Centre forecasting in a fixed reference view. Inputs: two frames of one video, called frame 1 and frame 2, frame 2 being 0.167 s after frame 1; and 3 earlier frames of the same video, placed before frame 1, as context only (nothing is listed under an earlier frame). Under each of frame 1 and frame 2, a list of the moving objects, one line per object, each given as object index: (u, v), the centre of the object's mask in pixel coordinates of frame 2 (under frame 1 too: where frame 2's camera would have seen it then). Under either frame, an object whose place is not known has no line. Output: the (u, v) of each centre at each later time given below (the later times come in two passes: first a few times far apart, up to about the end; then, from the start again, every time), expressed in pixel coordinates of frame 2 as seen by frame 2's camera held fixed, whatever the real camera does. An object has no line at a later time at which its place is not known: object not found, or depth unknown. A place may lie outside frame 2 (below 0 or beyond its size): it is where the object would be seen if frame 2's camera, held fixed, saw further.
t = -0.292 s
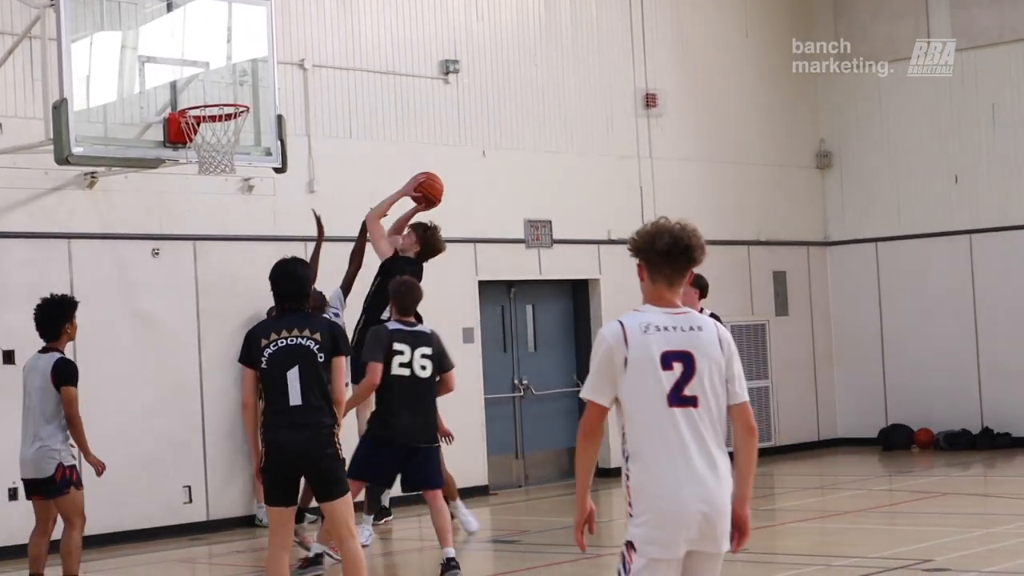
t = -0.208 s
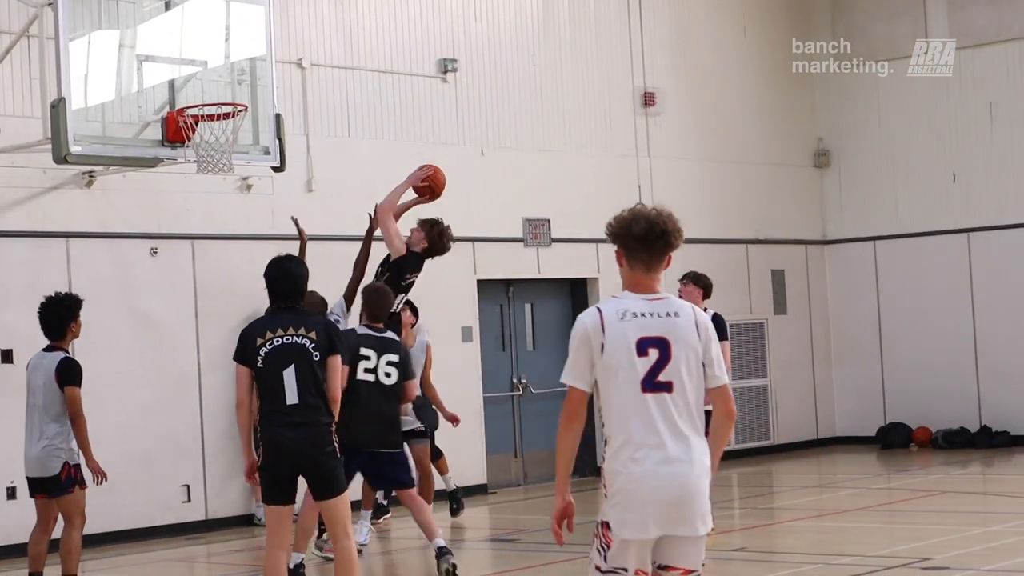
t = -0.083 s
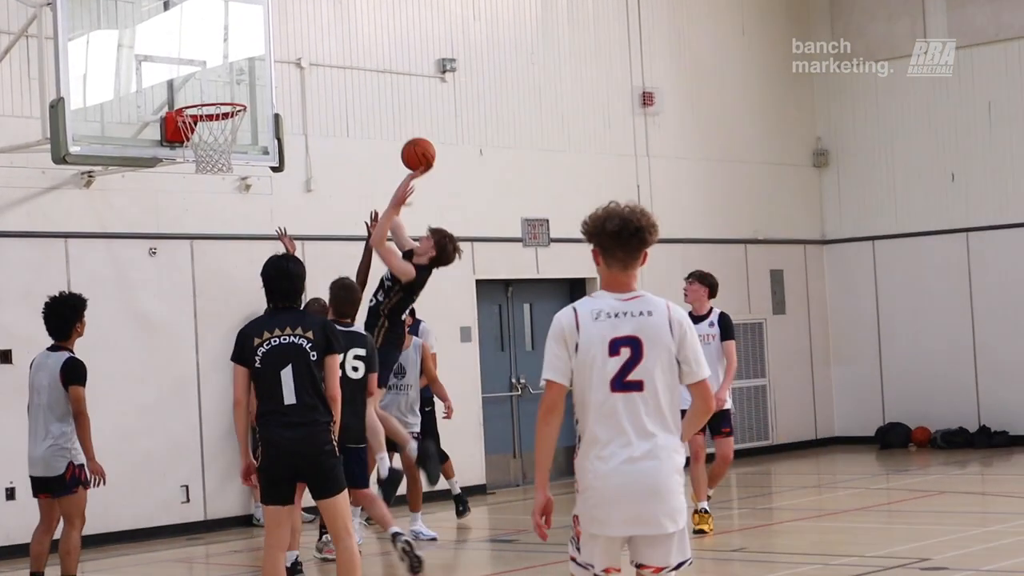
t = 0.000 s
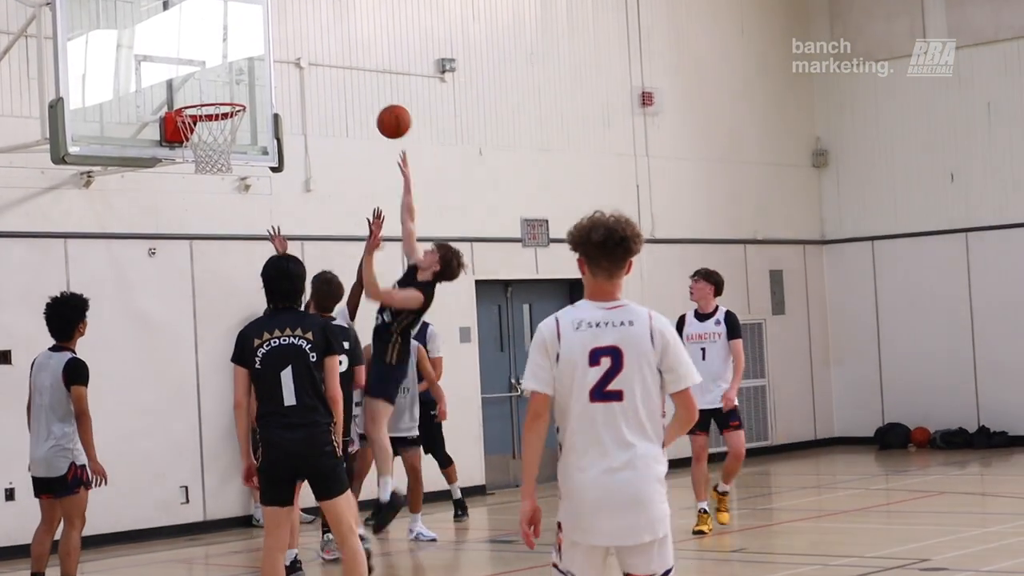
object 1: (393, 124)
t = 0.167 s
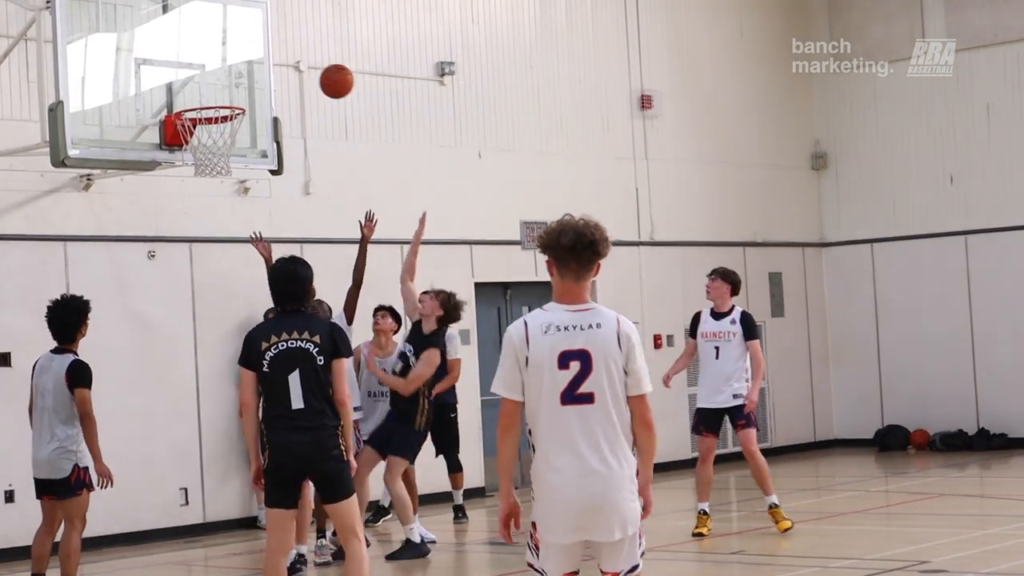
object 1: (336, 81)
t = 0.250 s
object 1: (308, 73)
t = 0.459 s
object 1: (233, 93)
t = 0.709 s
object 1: (202, 149)
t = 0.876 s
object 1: (222, 217)
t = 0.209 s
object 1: (322, 76)
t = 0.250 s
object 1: (308, 73)
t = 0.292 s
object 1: (288, 73)
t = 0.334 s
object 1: (274, 75)
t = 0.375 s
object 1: (260, 80)
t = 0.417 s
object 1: (246, 88)
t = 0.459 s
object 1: (233, 93)
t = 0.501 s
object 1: (221, 98)
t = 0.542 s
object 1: (209, 104)
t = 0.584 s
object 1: (198, 115)
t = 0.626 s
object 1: (191, 127)
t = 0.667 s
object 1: (193, 134)
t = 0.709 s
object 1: (202, 149)
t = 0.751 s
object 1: (204, 161)
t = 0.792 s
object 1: (212, 183)
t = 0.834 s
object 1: (217, 198)
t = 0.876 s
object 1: (222, 217)
